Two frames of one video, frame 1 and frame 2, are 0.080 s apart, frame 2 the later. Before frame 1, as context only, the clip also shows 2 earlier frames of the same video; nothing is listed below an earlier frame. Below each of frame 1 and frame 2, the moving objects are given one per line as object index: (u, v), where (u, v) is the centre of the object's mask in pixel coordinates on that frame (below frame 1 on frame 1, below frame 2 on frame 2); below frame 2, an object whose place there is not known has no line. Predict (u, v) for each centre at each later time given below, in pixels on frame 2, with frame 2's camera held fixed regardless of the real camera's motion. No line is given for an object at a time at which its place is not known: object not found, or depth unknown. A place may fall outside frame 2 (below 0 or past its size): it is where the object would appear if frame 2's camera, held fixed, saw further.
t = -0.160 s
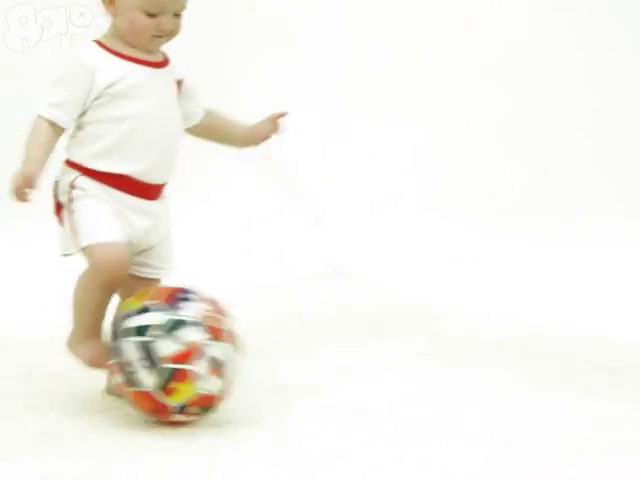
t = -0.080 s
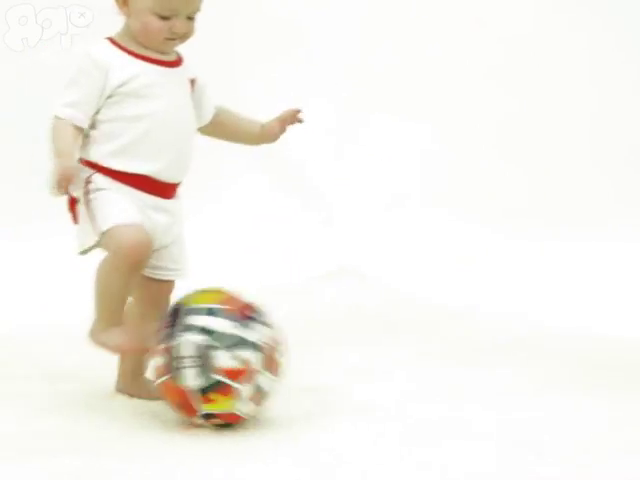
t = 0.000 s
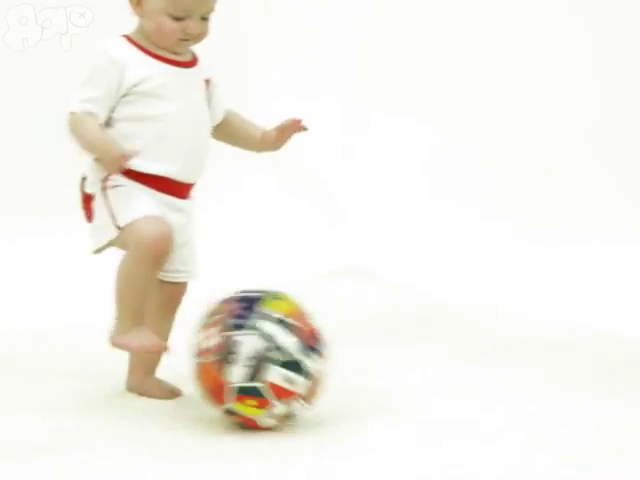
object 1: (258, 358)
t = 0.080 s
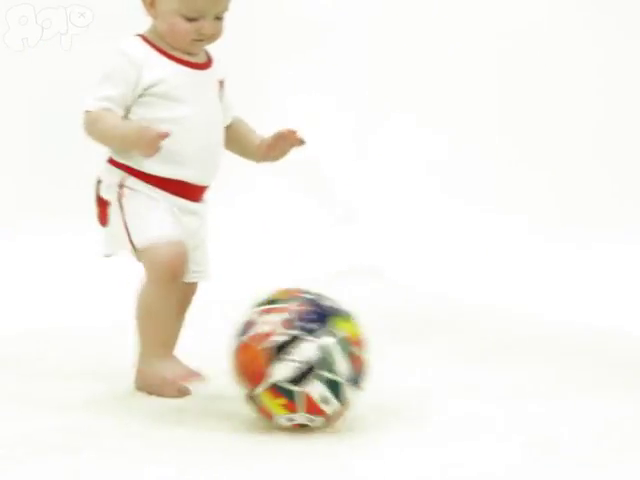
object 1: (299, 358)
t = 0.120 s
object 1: (308, 358)
